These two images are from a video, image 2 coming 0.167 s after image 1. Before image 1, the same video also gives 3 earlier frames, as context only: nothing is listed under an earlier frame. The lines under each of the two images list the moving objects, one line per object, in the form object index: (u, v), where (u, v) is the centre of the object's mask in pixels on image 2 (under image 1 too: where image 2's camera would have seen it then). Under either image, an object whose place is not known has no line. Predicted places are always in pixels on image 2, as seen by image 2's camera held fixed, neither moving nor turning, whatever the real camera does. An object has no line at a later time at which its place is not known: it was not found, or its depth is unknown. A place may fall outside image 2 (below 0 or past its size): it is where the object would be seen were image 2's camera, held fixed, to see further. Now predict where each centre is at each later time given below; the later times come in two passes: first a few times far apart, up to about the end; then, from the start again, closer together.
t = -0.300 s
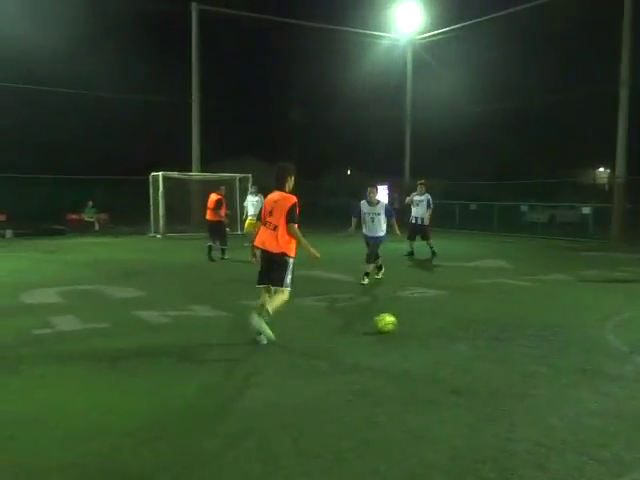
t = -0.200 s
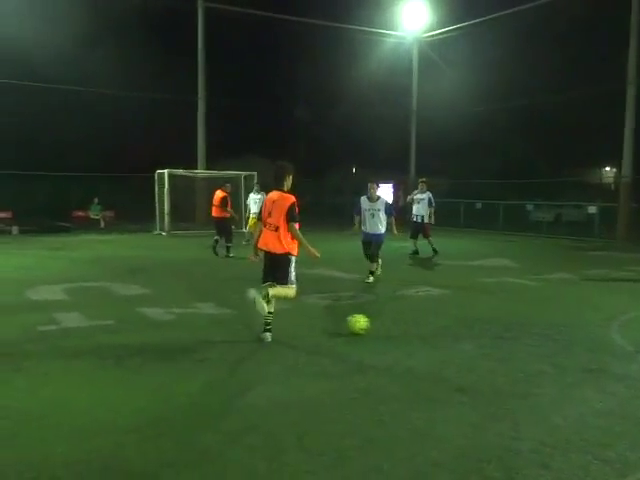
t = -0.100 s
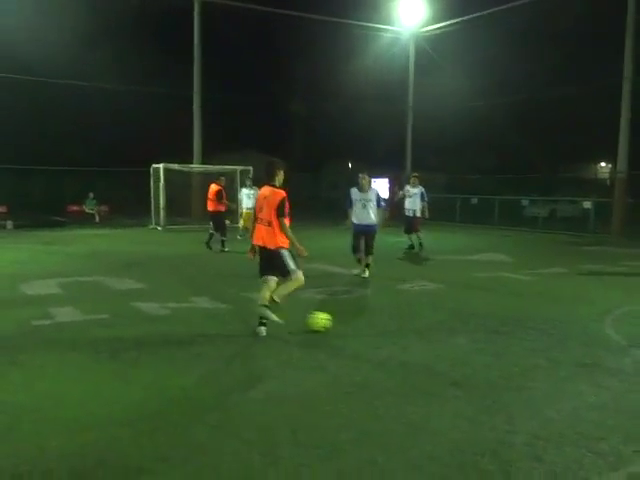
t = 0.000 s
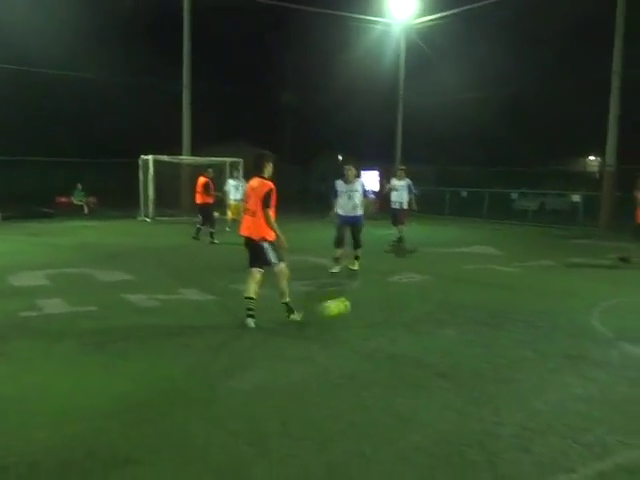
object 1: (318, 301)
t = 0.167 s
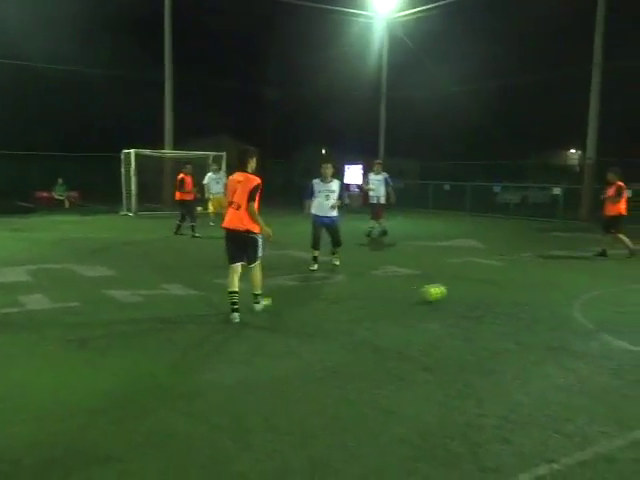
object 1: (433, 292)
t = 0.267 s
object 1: (487, 288)
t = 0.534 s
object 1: (591, 277)
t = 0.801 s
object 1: (653, 270)
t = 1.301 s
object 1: (730, 261)
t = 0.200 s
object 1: (452, 290)
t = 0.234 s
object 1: (470, 288)
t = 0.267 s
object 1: (487, 288)
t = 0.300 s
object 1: (504, 286)
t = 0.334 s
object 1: (518, 284)
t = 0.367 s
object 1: (532, 283)
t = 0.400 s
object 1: (546, 282)
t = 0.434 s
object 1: (558, 280)
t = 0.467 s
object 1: (569, 279)
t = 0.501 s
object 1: (580, 278)
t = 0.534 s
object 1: (591, 277)
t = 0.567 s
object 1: (600, 276)
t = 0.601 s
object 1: (610, 275)
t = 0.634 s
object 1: (618, 274)
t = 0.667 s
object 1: (626, 274)
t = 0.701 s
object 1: (634, 273)
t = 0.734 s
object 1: (641, 272)
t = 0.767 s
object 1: (646, 272)
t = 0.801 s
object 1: (653, 270)
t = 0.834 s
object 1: (659, 270)
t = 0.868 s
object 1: (665, 269)
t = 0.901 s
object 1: (671, 268)
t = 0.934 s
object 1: (676, 267)
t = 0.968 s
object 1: (682, 267)
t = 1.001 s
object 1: (688, 266)
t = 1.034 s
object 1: (693, 264)
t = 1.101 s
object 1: (703, 263)
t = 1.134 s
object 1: (708, 263)
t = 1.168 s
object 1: (713, 263)
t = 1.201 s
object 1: (717, 261)
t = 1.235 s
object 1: (722, 261)
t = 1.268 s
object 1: (726, 262)
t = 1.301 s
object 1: (730, 261)
